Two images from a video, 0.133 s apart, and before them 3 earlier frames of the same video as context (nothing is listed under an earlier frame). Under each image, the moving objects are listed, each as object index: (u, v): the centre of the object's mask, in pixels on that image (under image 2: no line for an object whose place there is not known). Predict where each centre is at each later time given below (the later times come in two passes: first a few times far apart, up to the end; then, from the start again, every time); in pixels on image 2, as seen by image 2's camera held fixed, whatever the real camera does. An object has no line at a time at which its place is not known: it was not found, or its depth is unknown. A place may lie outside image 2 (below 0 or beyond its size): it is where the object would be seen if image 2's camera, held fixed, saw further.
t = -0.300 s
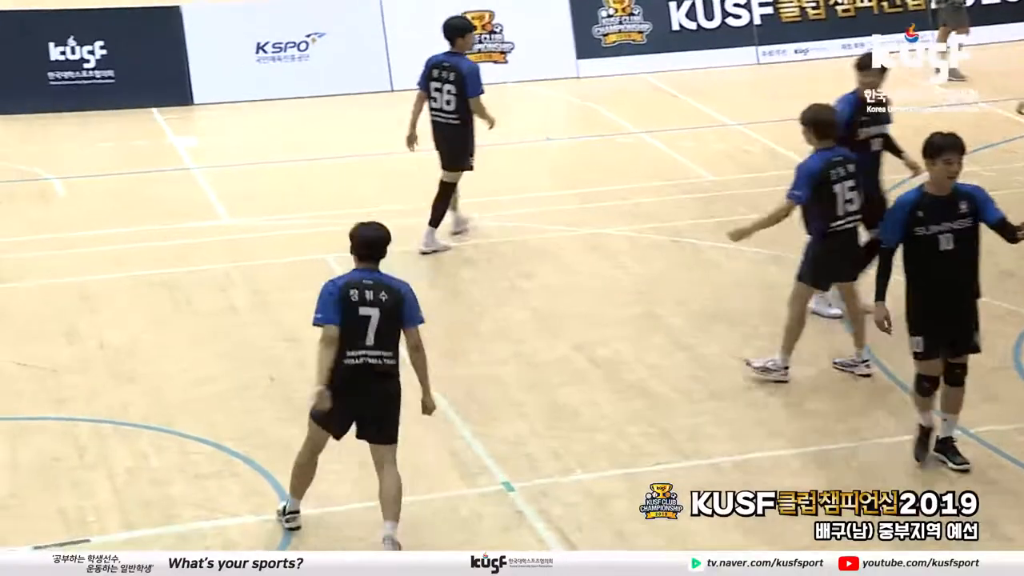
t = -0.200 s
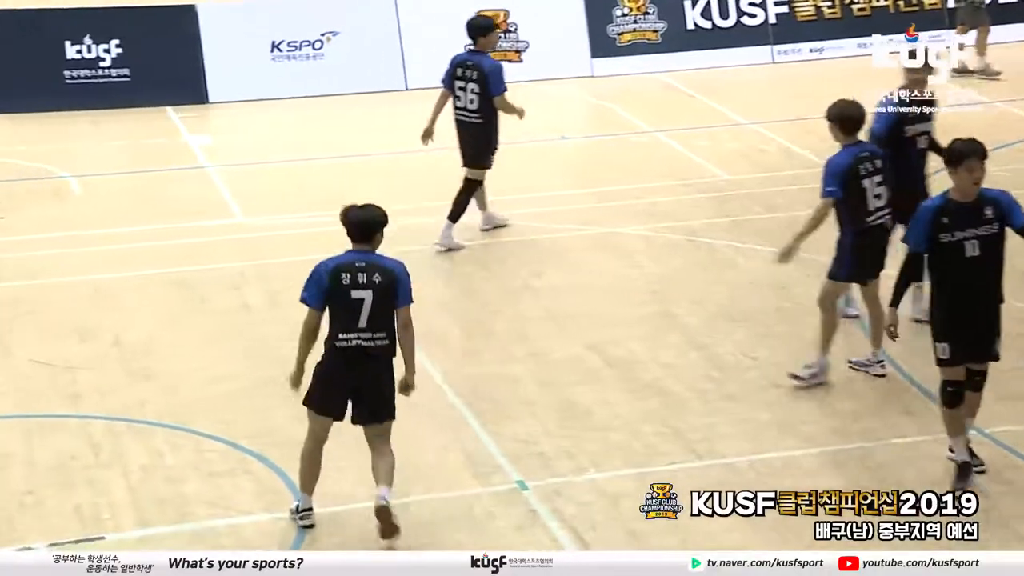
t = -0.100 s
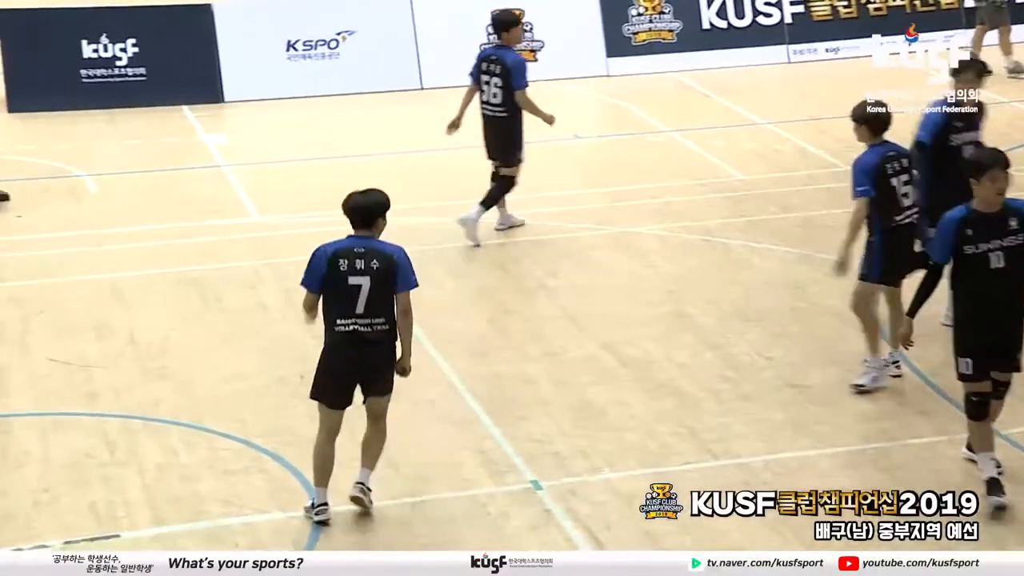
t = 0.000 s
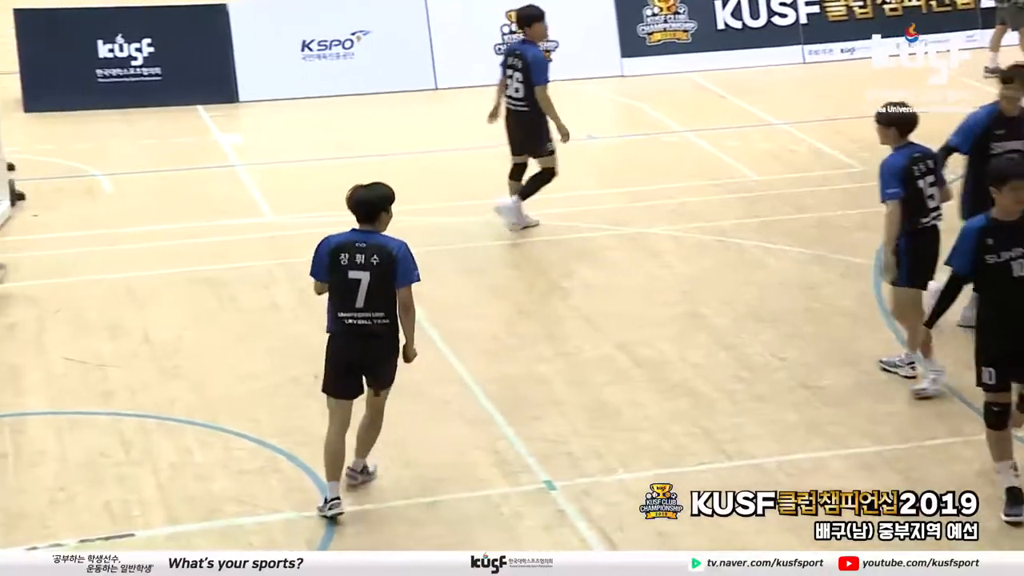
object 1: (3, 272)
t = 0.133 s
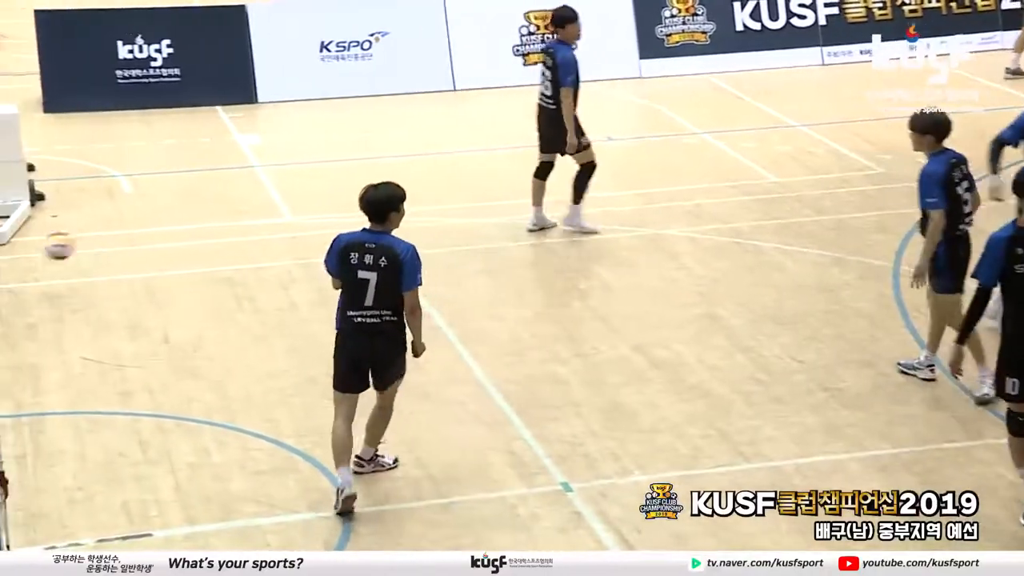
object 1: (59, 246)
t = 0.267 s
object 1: (107, 245)
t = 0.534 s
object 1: (199, 247)
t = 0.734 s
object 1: (264, 240)
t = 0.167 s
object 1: (70, 243)
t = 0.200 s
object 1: (83, 245)
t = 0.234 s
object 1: (94, 243)
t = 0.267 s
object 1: (107, 245)
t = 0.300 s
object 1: (118, 249)
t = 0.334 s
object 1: (130, 251)
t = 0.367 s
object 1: (143, 256)
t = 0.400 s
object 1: (157, 264)
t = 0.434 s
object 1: (167, 268)
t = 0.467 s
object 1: (178, 258)
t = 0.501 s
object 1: (188, 252)
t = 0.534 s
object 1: (199, 247)
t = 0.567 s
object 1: (209, 243)
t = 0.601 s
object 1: (220, 238)
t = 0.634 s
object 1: (231, 236)
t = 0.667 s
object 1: (243, 236)
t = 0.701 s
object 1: (253, 237)
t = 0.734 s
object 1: (264, 240)
